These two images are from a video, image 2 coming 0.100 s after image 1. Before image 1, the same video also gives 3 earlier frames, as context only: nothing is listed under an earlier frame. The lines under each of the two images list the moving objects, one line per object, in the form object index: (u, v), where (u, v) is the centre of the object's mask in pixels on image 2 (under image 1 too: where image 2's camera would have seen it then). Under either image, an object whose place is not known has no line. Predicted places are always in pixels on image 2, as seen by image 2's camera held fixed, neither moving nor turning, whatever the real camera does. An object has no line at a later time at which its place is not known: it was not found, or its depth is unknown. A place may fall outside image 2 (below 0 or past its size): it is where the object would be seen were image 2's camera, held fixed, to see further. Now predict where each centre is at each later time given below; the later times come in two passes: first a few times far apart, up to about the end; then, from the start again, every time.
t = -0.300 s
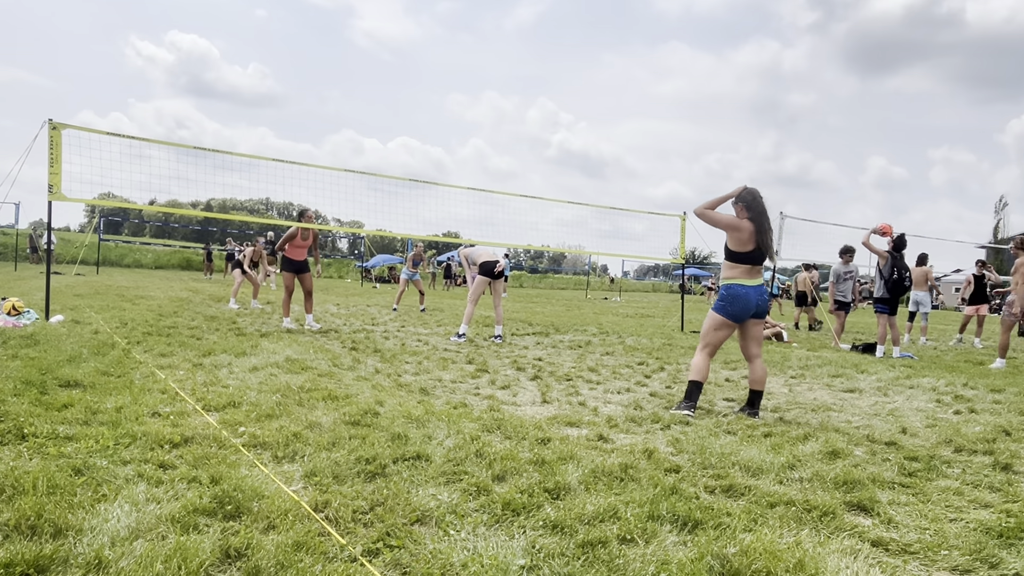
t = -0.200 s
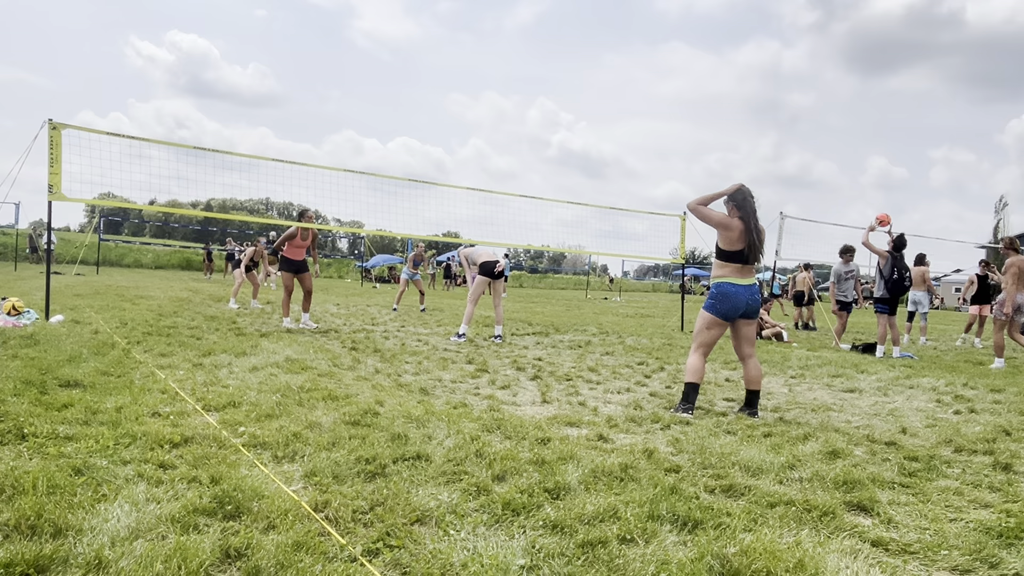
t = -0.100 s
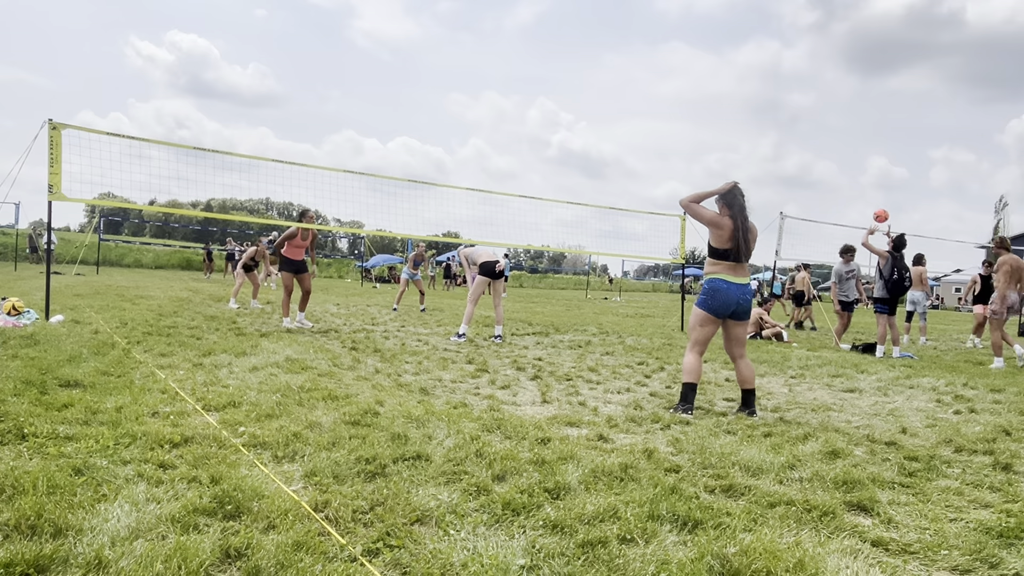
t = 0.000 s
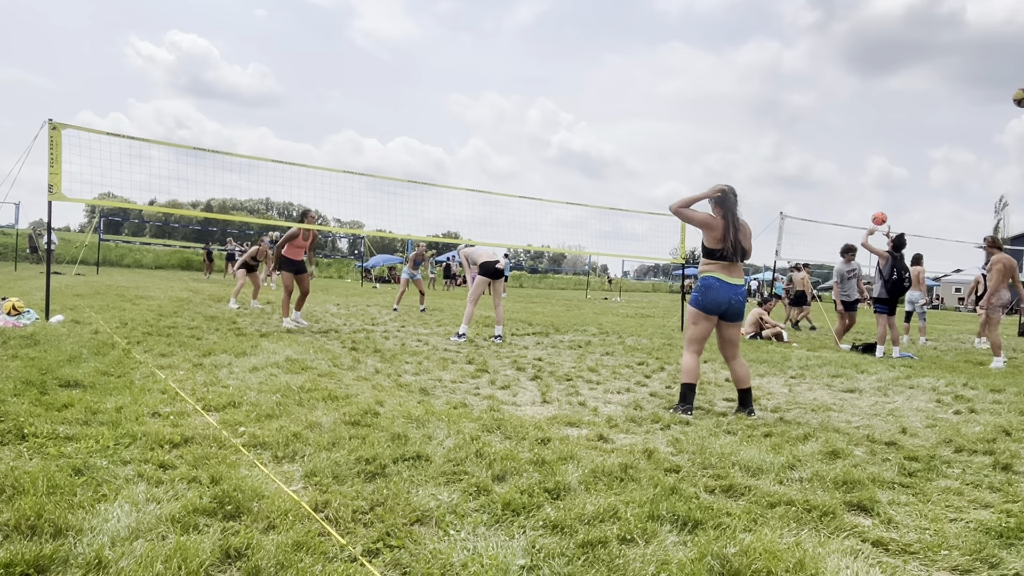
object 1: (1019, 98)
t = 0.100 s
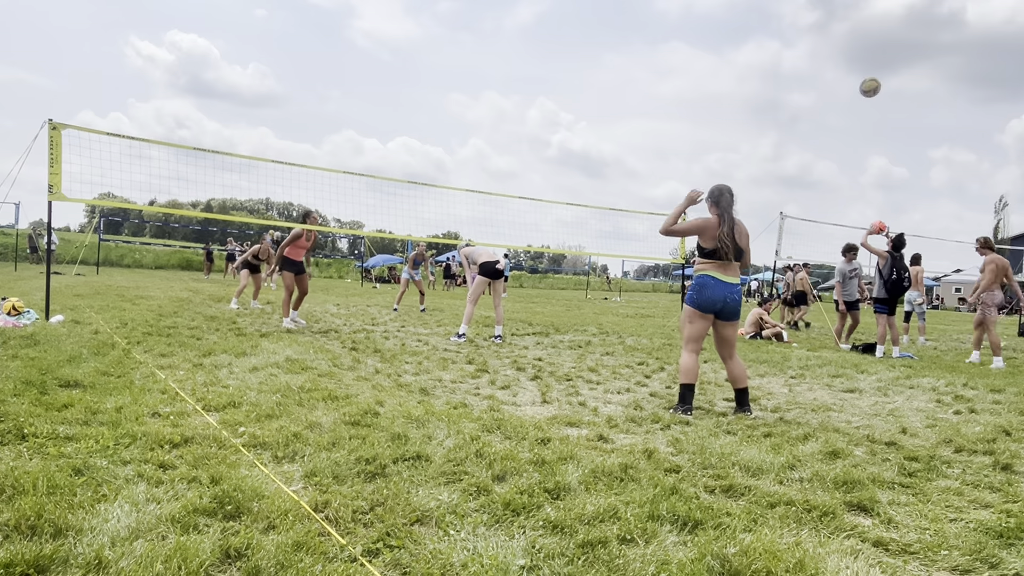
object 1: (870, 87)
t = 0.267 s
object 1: (672, 91)
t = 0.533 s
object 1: (451, 131)
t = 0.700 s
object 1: (350, 172)
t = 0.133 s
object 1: (825, 86)
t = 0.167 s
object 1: (783, 87)
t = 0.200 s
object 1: (744, 88)
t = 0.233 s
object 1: (707, 89)
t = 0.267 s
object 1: (672, 91)
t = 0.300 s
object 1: (640, 94)
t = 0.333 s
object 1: (608, 97)
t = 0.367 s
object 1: (579, 101)
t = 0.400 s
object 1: (551, 106)
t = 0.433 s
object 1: (524, 111)
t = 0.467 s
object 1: (498, 118)
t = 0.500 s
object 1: (474, 124)
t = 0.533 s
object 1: (451, 131)
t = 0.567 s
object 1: (429, 139)
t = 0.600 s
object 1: (408, 146)
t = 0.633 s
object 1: (387, 154)
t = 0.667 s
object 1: (368, 163)
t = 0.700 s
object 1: (350, 172)
